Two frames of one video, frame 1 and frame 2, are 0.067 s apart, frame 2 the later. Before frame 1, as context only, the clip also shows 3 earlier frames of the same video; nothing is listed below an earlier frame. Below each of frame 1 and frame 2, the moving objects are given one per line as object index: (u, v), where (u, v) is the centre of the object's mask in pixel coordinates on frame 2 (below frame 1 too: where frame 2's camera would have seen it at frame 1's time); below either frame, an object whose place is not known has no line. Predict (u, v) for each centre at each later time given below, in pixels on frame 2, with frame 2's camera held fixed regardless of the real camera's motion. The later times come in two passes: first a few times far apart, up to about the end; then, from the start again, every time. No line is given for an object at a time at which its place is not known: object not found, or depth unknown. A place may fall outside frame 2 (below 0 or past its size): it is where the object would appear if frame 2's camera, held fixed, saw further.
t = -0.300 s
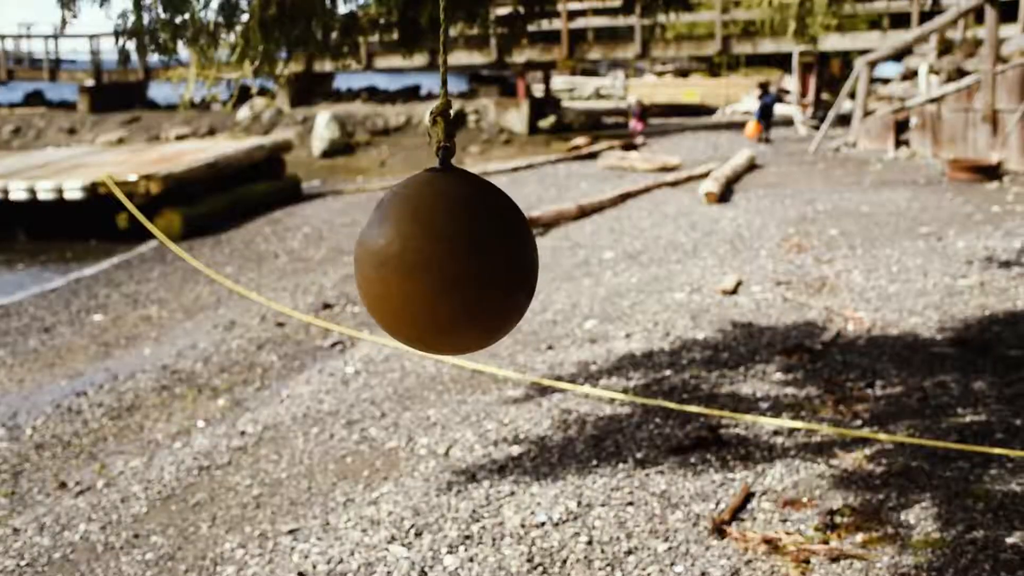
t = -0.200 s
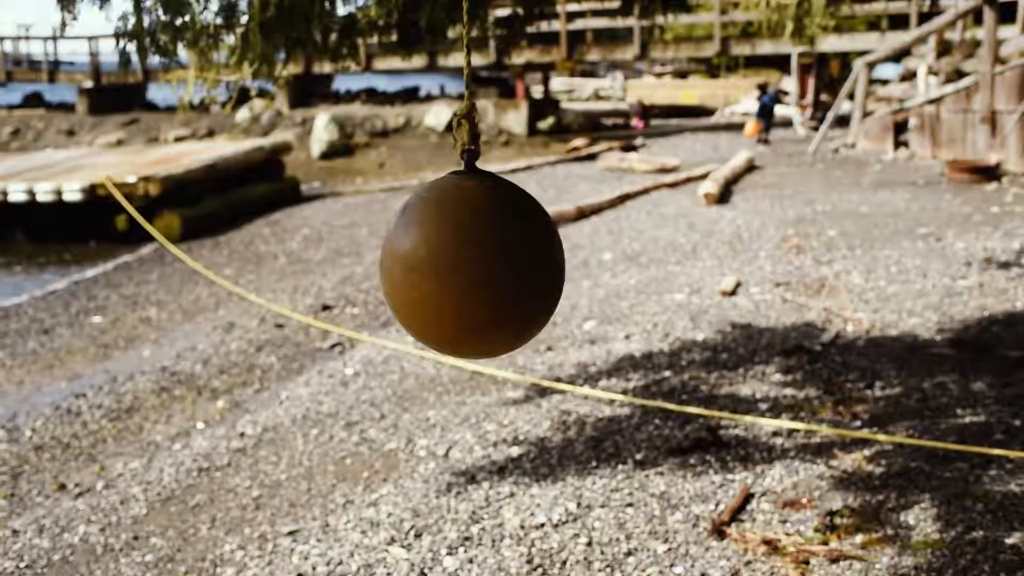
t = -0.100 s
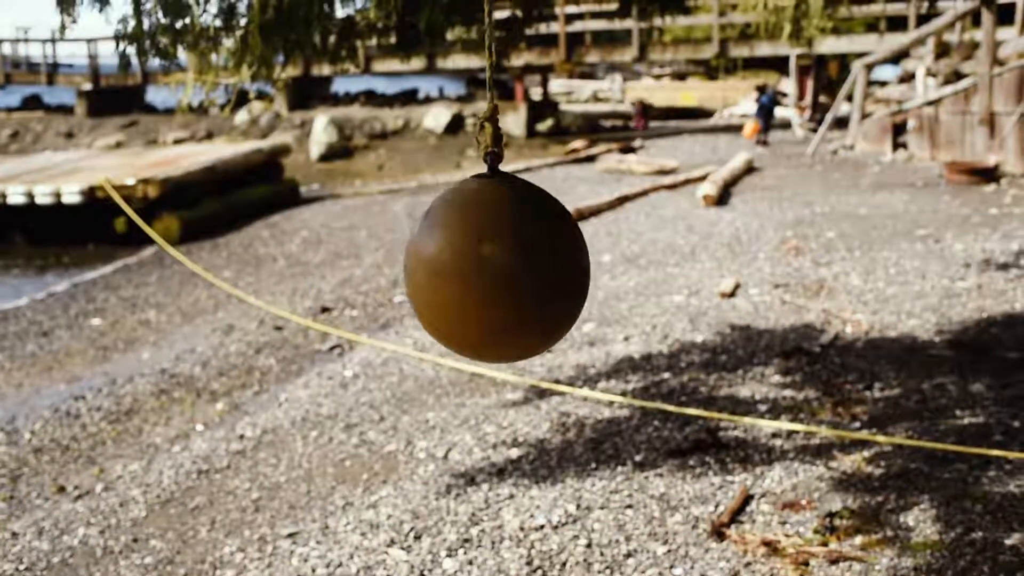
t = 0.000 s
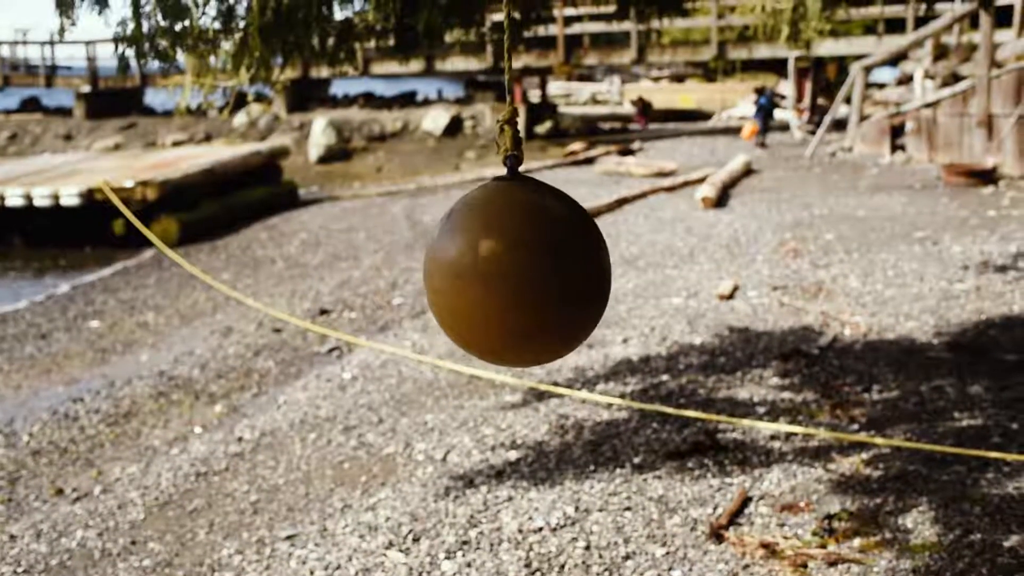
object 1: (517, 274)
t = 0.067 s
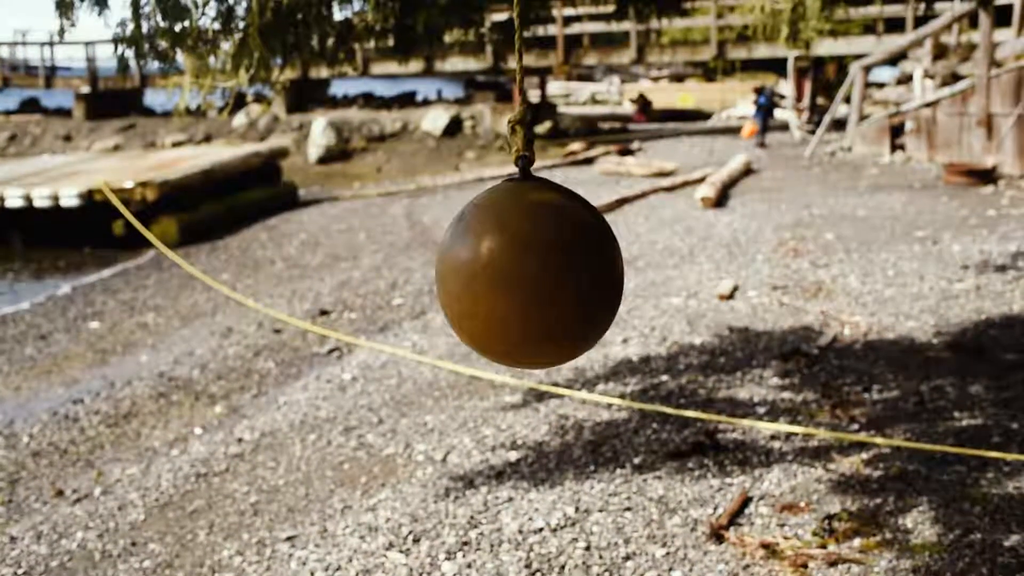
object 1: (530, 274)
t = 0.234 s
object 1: (550, 276)
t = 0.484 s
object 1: (549, 278)
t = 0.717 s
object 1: (513, 280)
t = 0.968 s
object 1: (450, 278)
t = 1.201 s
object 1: (388, 274)
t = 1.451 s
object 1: (337, 268)
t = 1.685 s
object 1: (318, 263)
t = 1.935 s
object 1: (334, 263)
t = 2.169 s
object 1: (377, 266)
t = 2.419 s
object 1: (440, 269)
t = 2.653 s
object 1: (500, 274)
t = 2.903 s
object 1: (544, 278)
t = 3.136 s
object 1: (553, 279)
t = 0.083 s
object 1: (533, 274)
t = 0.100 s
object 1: (535, 275)
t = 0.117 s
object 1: (538, 275)
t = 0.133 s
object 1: (539, 275)
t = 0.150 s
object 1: (541, 275)
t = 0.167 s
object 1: (544, 275)
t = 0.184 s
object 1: (546, 276)
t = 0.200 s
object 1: (548, 276)
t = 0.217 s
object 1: (549, 276)
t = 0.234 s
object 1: (550, 276)
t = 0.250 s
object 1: (551, 276)
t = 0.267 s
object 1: (552, 277)
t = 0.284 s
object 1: (554, 277)
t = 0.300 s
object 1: (554, 277)
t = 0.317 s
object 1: (554, 277)
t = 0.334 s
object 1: (555, 277)
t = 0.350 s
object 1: (555, 277)
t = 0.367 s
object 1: (555, 277)
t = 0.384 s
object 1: (555, 277)
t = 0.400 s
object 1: (554, 277)
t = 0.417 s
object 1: (554, 277)
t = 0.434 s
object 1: (553, 278)
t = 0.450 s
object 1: (552, 278)
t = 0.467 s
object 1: (551, 278)
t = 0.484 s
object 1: (549, 278)
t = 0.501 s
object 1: (548, 278)
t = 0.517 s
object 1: (546, 278)
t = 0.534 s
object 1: (544, 278)
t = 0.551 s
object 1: (542, 278)
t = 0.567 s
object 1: (540, 278)
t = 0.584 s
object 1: (537, 278)
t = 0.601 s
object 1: (535, 279)
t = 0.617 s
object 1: (532, 279)
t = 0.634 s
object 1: (530, 279)
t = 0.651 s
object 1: (527, 279)
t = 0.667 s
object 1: (523, 279)
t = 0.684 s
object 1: (520, 279)
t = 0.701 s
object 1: (517, 279)
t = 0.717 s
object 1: (513, 280)
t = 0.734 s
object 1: (509, 280)
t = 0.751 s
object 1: (505, 280)
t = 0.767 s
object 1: (502, 280)
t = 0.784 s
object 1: (498, 279)
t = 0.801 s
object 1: (494, 279)
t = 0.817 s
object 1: (490, 279)
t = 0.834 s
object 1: (485, 279)
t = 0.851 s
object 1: (481, 279)
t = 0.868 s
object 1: (477, 279)
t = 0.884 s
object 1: (472, 279)
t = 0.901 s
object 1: (468, 279)
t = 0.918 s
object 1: (464, 278)
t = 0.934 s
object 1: (459, 279)
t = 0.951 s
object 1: (454, 279)
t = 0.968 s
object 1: (450, 278)
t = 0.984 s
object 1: (445, 278)
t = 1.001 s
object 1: (440, 278)
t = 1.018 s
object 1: (436, 278)
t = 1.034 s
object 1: (431, 278)
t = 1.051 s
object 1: (427, 277)
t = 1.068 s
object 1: (422, 277)
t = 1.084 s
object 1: (418, 276)
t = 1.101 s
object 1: (414, 276)
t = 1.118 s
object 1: (409, 276)
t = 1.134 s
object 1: (404, 276)
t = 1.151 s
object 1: (400, 275)
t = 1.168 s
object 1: (395, 275)
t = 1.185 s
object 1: (392, 275)
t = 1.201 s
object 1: (388, 274)
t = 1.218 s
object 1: (384, 274)
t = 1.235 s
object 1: (380, 274)
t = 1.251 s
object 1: (376, 273)
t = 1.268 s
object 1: (372, 273)
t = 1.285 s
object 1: (368, 272)
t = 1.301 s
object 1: (364, 272)
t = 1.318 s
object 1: (360, 271)
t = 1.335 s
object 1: (357, 271)
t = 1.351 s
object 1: (354, 270)
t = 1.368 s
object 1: (352, 270)
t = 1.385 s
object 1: (348, 269)
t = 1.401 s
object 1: (345, 269)
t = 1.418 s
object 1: (342, 269)
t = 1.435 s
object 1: (339, 268)
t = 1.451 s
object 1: (337, 268)
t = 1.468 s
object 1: (334, 267)
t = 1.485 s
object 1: (332, 267)
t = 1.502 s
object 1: (331, 266)
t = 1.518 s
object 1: (328, 266)
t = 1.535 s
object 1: (327, 266)
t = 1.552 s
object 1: (325, 266)
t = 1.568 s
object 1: (323, 265)
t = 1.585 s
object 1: (322, 265)
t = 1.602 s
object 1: (321, 265)
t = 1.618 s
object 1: (321, 264)
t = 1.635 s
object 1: (320, 264)
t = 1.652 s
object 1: (319, 264)
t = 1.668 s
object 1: (318, 264)
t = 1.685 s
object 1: (318, 263)
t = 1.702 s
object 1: (318, 263)
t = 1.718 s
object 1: (318, 263)
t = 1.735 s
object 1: (319, 263)
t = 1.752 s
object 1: (319, 262)
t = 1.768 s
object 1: (319, 262)
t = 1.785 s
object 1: (320, 262)
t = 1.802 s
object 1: (321, 262)
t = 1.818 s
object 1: (322, 262)
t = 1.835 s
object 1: (323, 262)
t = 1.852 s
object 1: (324, 262)
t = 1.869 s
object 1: (326, 262)
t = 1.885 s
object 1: (328, 262)
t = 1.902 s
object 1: (329, 263)
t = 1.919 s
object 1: (331, 263)
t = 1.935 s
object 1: (334, 263)
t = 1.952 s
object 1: (336, 262)
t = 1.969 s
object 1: (338, 262)
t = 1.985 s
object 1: (341, 262)
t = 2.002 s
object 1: (344, 263)
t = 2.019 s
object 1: (347, 263)
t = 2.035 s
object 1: (349, 263)
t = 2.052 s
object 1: (352, 264)
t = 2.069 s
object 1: (355, 264)
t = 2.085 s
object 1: (359, 264)
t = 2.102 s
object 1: (362, 264)
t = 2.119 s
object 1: (365, 264)
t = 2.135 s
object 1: (369, 265)
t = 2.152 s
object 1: (373, 265)
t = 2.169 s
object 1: (377, 266)
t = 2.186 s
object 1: (380, 266)
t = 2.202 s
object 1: (384, 266)
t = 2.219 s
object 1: (389, 266)
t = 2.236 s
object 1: (393, 266)
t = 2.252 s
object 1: (397, 266)
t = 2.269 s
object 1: (401, 267)
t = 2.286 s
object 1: (405, 267)
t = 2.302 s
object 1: (410, 268)
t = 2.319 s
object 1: (413, 267)
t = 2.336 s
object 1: (417, 268)
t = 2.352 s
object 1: (422, 269)
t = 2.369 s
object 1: (426, 269)
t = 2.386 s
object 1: (431, 269)
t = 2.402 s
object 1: (436, 269)
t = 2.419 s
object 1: (440, 269)
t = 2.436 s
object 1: (444, 269)
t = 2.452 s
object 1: (448, 270)
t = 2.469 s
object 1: (453, 271)
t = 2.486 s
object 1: (457, 271)
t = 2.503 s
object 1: (462, 271)
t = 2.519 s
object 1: (466, 271)
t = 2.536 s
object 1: (470, 272)
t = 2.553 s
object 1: (475, 272)
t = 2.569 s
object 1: (479, 272)
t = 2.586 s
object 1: (483, 272)
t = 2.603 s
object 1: (488, 273)
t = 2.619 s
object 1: (492, 273)
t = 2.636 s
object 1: (496, 273)
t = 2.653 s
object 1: (500, 274)
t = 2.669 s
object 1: (503, 274)
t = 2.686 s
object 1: (507, 274)
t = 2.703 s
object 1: (510, 275)
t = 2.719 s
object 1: (514, 275)
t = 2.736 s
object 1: (517, 275)
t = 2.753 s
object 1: (521, 275)
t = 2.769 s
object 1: (524, 276)
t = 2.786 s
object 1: (527, 276)
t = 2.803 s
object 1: (529, 277)
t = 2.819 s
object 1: (532, 277)
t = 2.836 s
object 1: (535, 277)
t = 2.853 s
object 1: (537, 277)
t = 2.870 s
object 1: (540, 277)
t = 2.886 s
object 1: (542, 278)
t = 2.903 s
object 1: (544, 278)
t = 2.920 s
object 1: (545, 278)
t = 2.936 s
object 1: (547, 278)
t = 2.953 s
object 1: (549, 278)
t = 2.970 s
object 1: (550, 278)
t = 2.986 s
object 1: (551, 278)
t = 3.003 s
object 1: (552, 278)
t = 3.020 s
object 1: (553, 278)
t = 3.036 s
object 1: (553, 279)
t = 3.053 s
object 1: (554, 279)
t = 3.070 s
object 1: (554, 279)
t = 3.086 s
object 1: (554, 279)
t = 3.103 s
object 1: (554, 279)
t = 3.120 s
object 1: (554, 279)
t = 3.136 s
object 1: (553, 279)
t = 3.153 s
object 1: (553, 279)
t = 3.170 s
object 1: (552, 280)
